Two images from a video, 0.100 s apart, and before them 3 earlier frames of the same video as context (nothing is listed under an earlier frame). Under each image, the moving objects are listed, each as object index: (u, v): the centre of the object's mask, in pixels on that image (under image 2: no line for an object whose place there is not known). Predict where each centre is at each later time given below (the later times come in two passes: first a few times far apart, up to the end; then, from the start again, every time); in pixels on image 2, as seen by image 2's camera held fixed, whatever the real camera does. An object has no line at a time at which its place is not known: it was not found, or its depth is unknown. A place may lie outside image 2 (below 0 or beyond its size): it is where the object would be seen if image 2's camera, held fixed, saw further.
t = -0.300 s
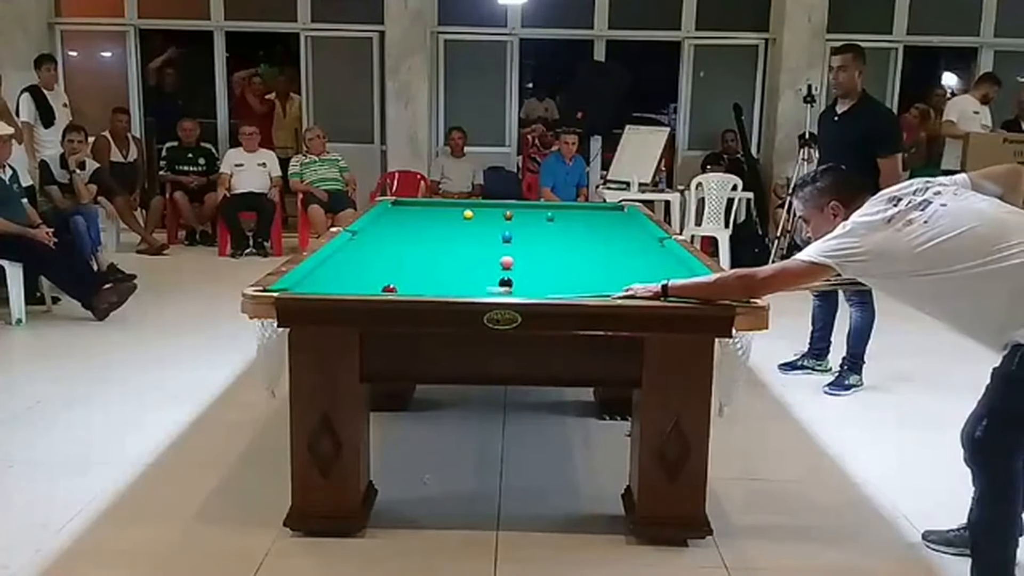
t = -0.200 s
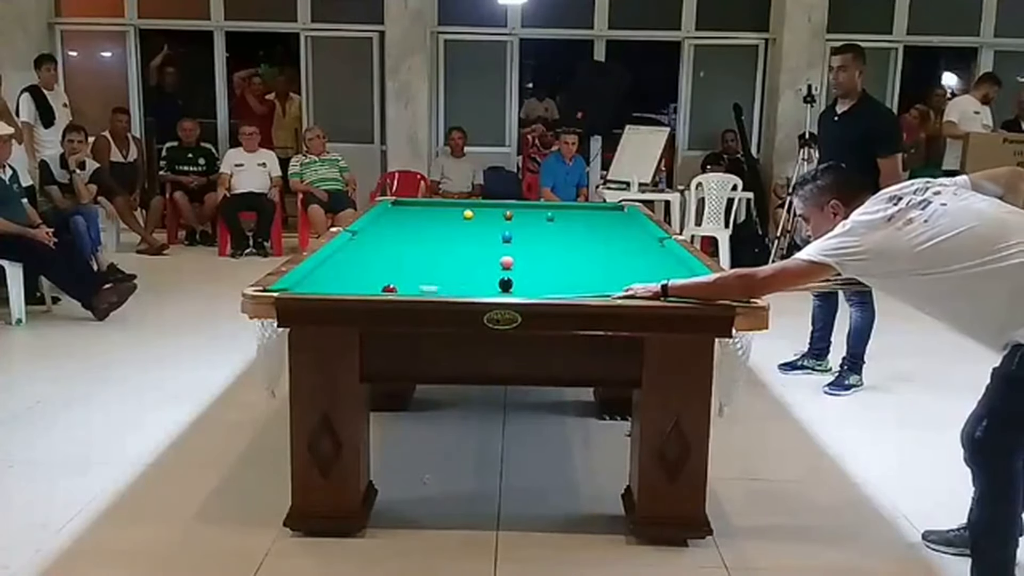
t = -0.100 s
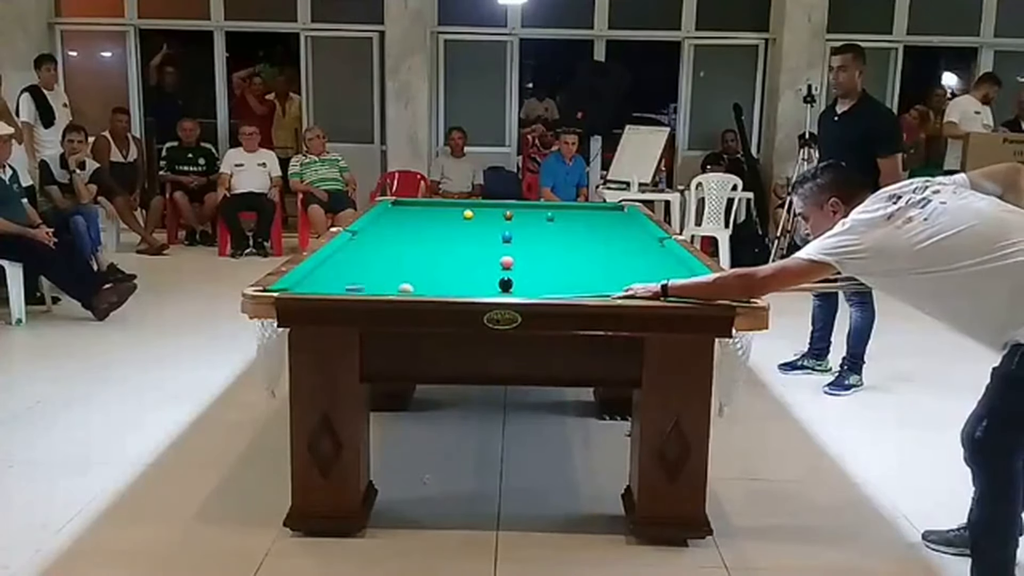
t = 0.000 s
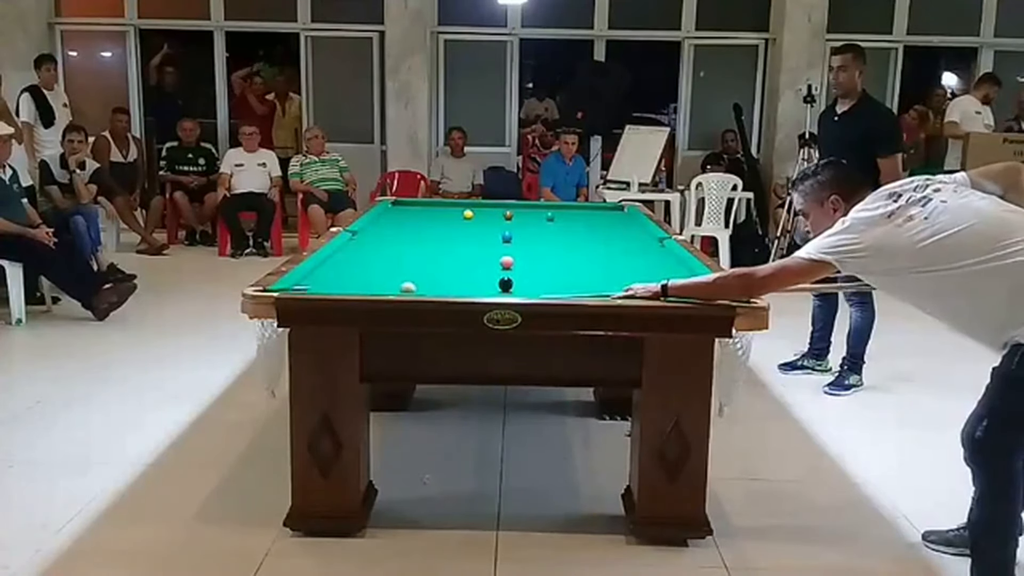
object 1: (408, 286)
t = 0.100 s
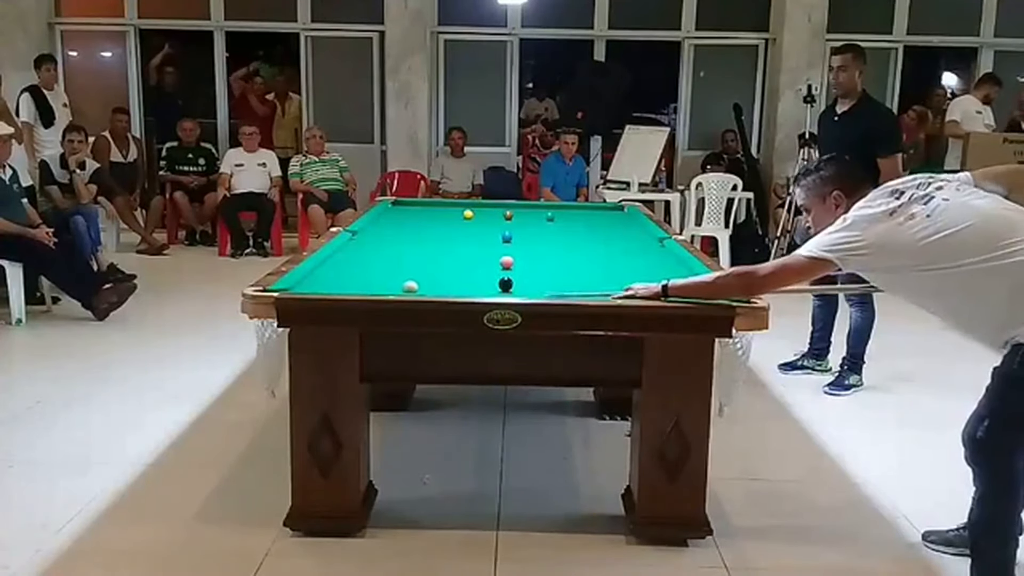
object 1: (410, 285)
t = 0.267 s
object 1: (414, 284)
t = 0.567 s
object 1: (419, 283)
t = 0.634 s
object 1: (420, 282)
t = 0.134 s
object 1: (411, 285)
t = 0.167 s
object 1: (412, 285)
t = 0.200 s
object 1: (413, 284)
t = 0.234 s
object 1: (413, 284)
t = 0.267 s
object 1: (414, 284)
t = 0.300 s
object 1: (414, 284)
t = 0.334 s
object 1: (414, 284)
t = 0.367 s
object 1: (416, 284)
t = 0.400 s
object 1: (417, 284)
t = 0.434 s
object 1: (417, 284)
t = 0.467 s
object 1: (417, 283)
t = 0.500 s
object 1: (418, 283)
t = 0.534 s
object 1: (419, 283)
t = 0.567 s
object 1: (419, 283)
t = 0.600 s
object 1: (420, 283)
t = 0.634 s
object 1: (420, 282)
